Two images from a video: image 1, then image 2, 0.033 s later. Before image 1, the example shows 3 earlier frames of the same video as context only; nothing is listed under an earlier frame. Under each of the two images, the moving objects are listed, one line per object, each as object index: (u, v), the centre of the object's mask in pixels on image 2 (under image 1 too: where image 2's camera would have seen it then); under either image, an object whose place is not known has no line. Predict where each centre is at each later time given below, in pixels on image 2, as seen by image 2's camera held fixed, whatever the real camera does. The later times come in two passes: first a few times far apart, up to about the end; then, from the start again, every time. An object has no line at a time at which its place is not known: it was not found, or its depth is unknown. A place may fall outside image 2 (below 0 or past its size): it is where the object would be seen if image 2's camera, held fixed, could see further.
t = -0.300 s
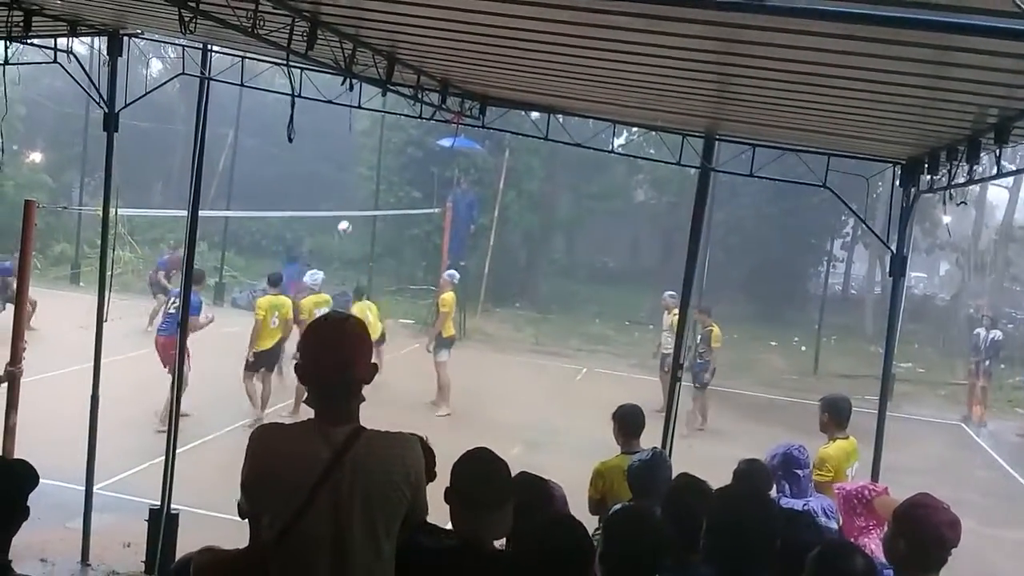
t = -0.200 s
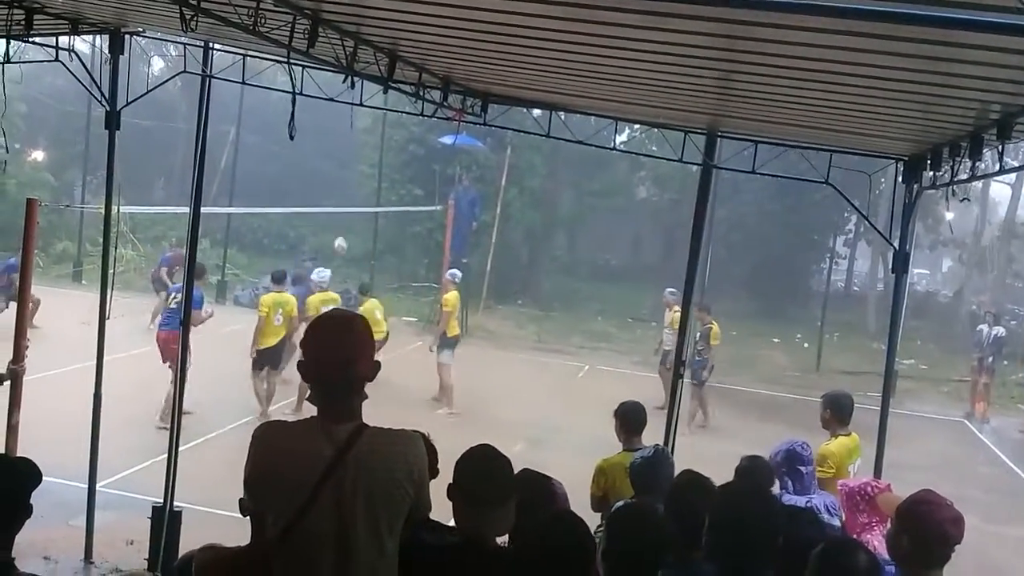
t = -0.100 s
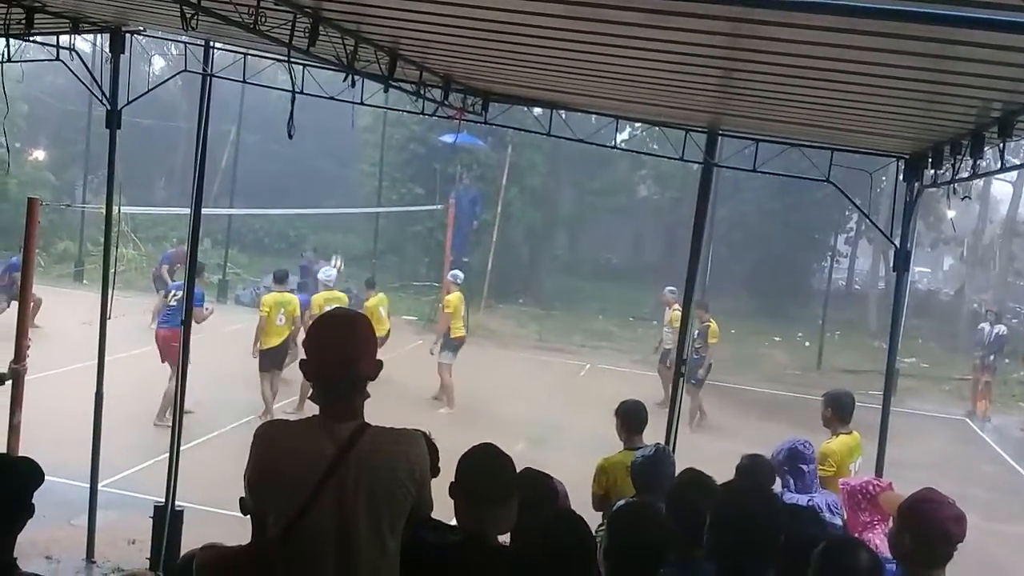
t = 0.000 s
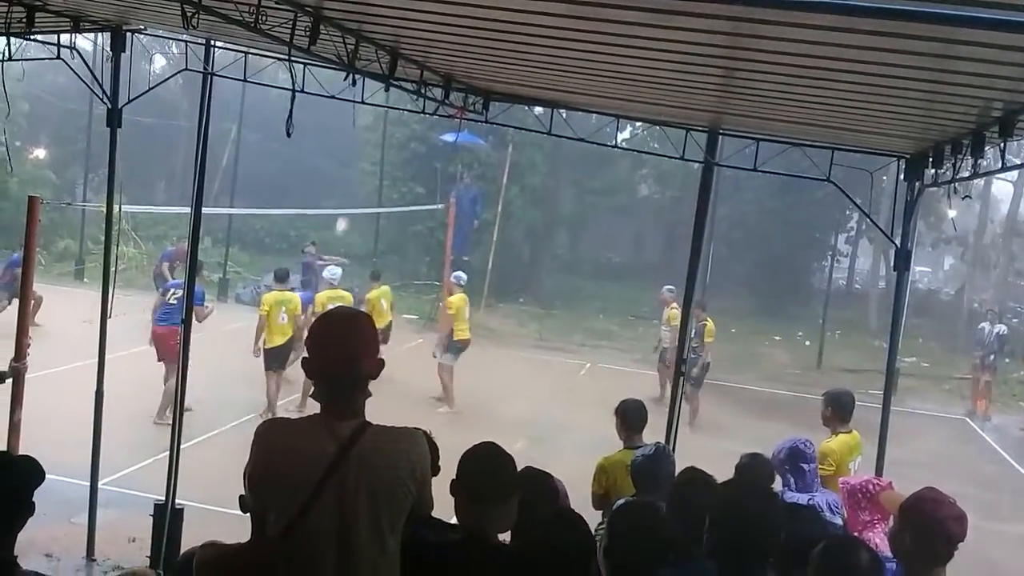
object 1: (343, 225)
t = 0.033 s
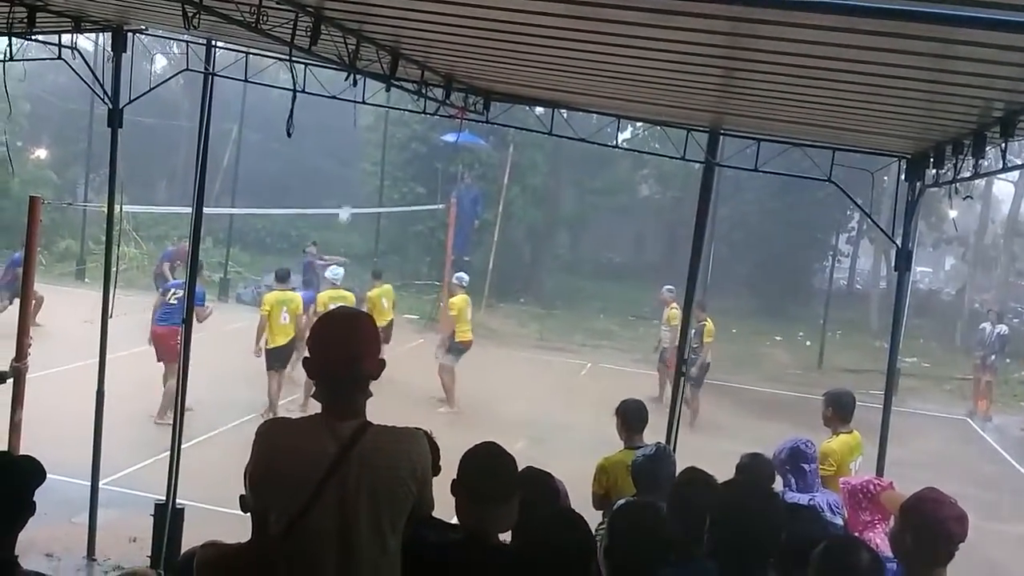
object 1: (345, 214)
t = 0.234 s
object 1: (355, 161)
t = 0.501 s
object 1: (363, 132)
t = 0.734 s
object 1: (368, 144)
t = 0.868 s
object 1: (370, 164)
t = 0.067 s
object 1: (346, 203)
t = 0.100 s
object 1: (348, 194)
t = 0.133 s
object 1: (350, 185)
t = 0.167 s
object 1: (352, 176)
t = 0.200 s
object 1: (353, 168)
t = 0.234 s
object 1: (355, 161)
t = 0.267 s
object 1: (356, 154)
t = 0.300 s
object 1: (357, 149)
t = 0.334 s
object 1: (357, 144)
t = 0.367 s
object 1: (359, 141)
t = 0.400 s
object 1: (361, 137)
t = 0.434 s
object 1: (362, 135)
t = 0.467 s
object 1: (362, 134)
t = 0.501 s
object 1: (363, 132)
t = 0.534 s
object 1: (364, 132)
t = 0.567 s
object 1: (364, 132)
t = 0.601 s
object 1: (365, 132)
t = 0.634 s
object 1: (365, 134)
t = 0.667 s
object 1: (366, 136)
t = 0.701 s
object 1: (367, 140)
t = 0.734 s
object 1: (368, 144)
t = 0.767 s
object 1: (369, 148)
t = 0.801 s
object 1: (369, 153)
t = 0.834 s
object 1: (369, 158)
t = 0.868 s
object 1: (370, 164)
